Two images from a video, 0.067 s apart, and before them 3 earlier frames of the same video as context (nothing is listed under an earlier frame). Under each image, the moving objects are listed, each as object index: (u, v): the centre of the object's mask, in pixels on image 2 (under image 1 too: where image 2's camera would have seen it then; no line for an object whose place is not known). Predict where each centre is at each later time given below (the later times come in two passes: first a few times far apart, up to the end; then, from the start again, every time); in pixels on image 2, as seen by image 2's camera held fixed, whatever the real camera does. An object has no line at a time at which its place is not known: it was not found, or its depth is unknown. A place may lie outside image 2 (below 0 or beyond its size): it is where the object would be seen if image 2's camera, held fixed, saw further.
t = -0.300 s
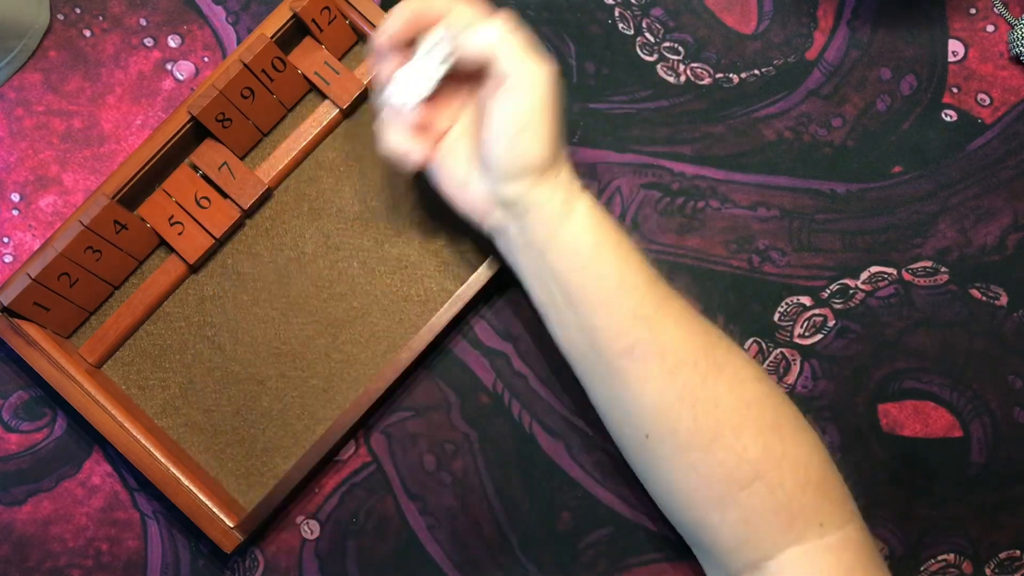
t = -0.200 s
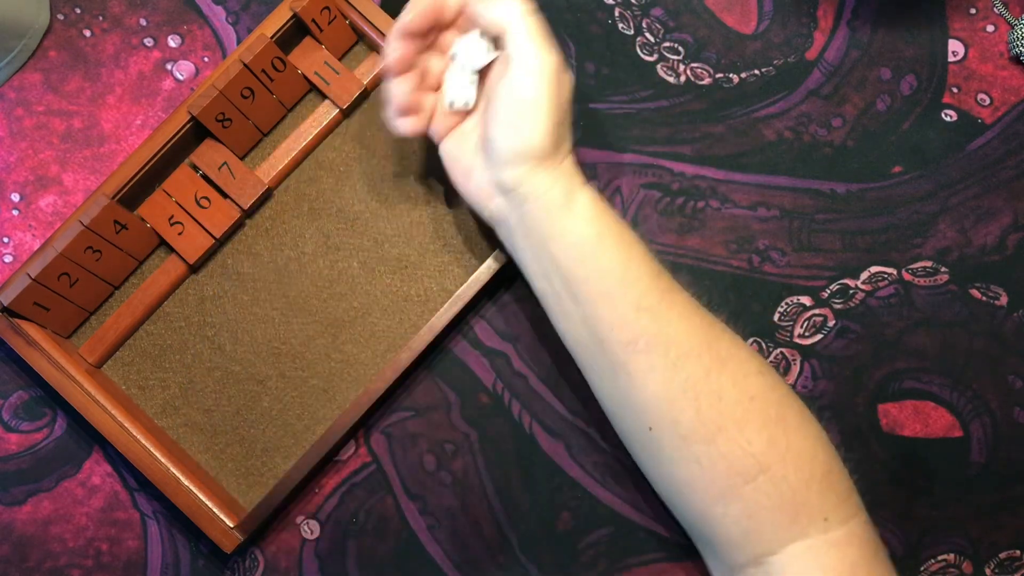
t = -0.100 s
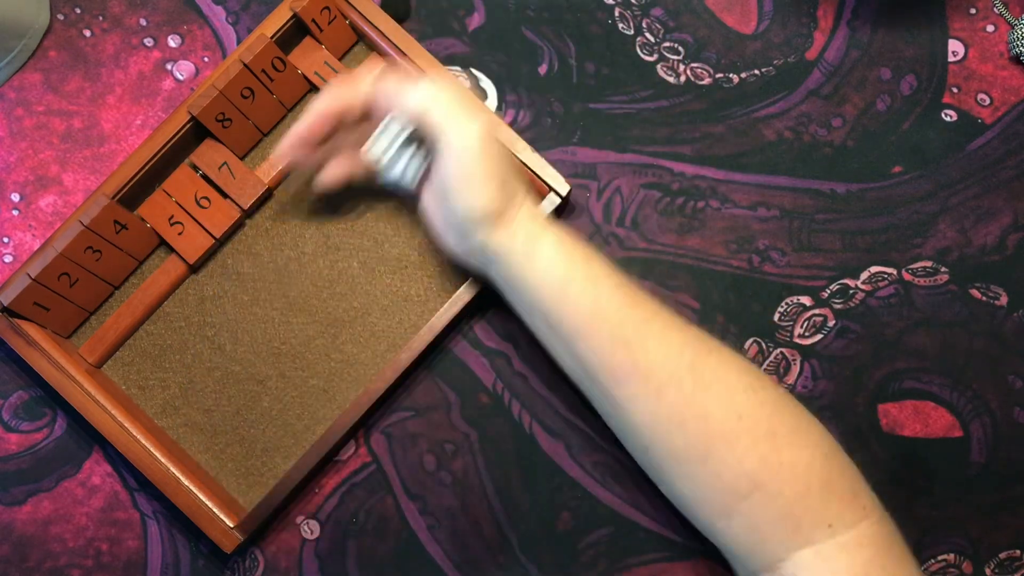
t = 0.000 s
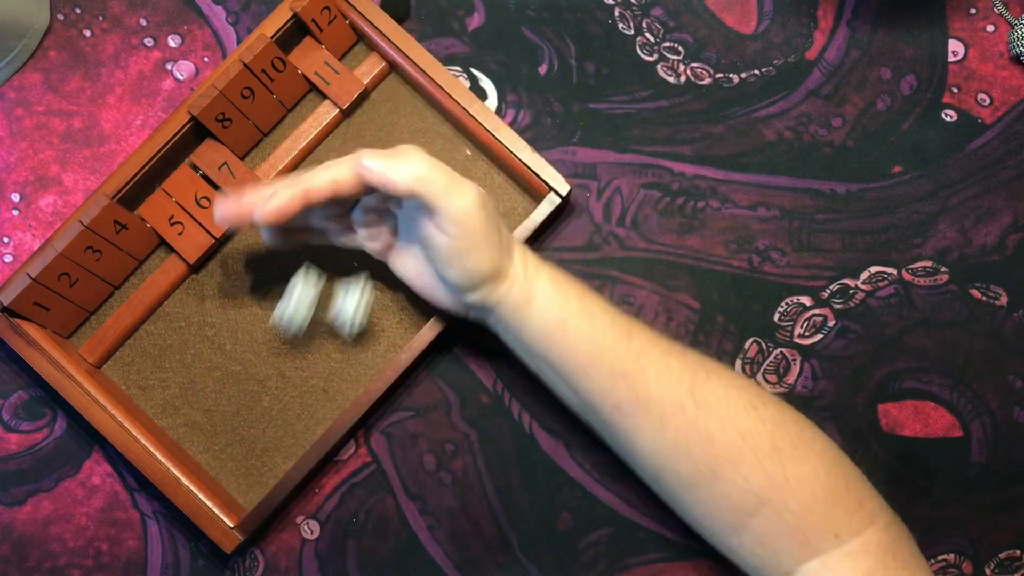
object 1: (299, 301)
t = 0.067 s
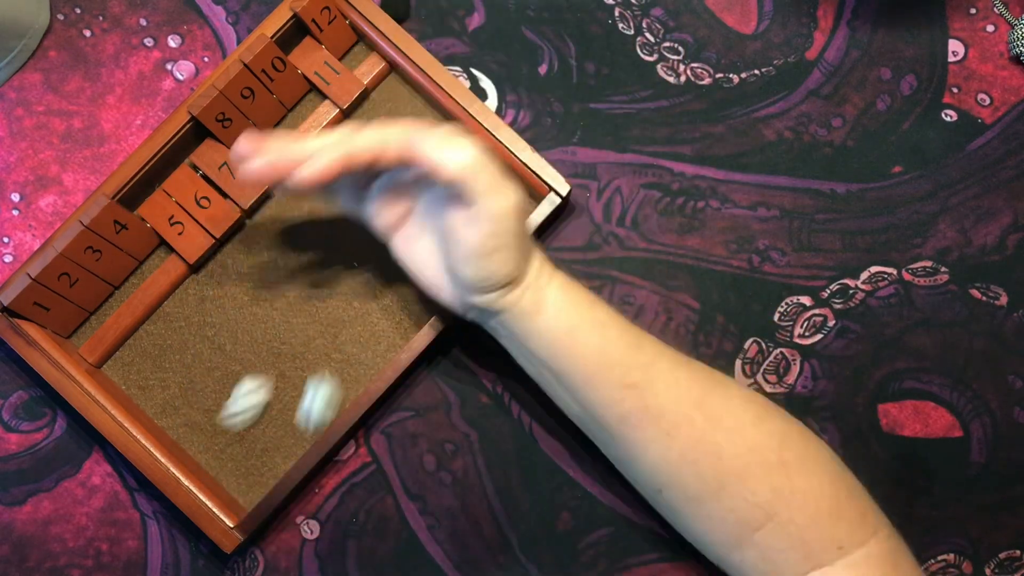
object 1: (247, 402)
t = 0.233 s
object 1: (180, 390)
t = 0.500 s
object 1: (173, 320)
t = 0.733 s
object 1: (175, 320)
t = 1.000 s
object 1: (175, 320)
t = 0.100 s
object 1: (212, 442)
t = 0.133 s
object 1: (208, 448)
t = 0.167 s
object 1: (205, 433)
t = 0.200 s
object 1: (190, 411)
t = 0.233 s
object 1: (180, 390)
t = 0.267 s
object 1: (170, 365)
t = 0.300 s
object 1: (163, 349)
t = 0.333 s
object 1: (157, 332)
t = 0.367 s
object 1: (153, 322)
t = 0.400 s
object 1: (157, 321)
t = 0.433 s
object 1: (162, 319)
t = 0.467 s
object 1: (168, 319)
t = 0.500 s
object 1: (173, 320)
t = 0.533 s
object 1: (175, 319)
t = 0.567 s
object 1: (175, 319)
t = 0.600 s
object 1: (175, 319)
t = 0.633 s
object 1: (175, 319)
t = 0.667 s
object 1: (175, 319)
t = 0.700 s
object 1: (175, 319)
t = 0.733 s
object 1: (175, 320)
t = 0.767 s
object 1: (175, 320)
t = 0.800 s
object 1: (175, 319)
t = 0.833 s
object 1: (175, 320)
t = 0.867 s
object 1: (175, 320)
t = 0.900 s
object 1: (175, 320)
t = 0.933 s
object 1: (175, 320)
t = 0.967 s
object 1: (175, 320)
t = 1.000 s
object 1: (175, 320)
